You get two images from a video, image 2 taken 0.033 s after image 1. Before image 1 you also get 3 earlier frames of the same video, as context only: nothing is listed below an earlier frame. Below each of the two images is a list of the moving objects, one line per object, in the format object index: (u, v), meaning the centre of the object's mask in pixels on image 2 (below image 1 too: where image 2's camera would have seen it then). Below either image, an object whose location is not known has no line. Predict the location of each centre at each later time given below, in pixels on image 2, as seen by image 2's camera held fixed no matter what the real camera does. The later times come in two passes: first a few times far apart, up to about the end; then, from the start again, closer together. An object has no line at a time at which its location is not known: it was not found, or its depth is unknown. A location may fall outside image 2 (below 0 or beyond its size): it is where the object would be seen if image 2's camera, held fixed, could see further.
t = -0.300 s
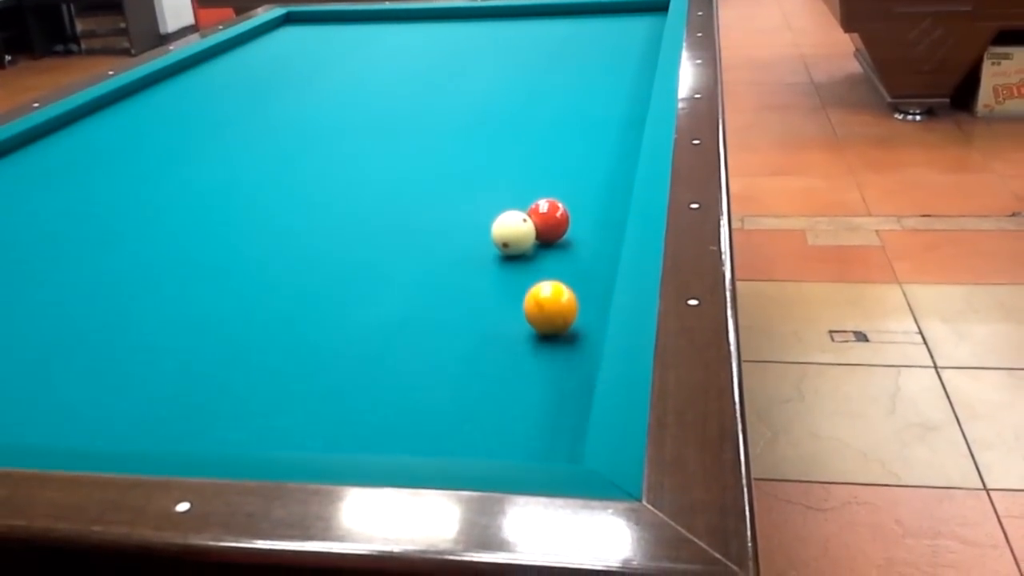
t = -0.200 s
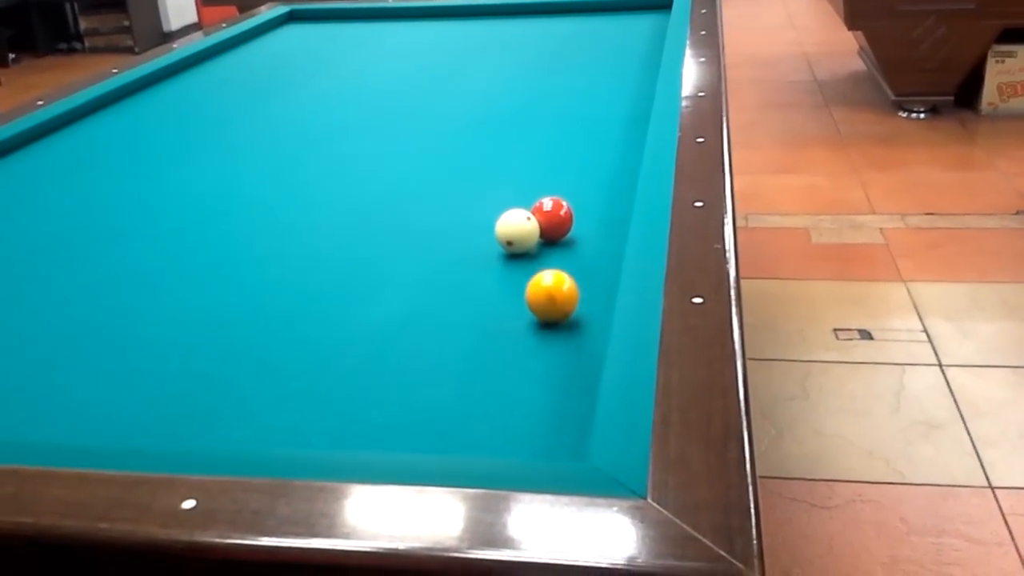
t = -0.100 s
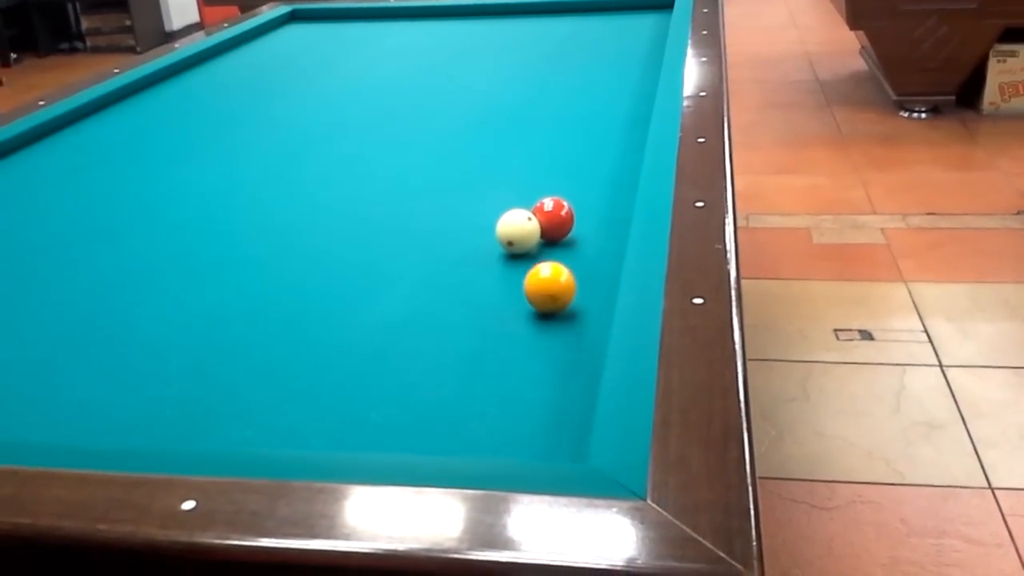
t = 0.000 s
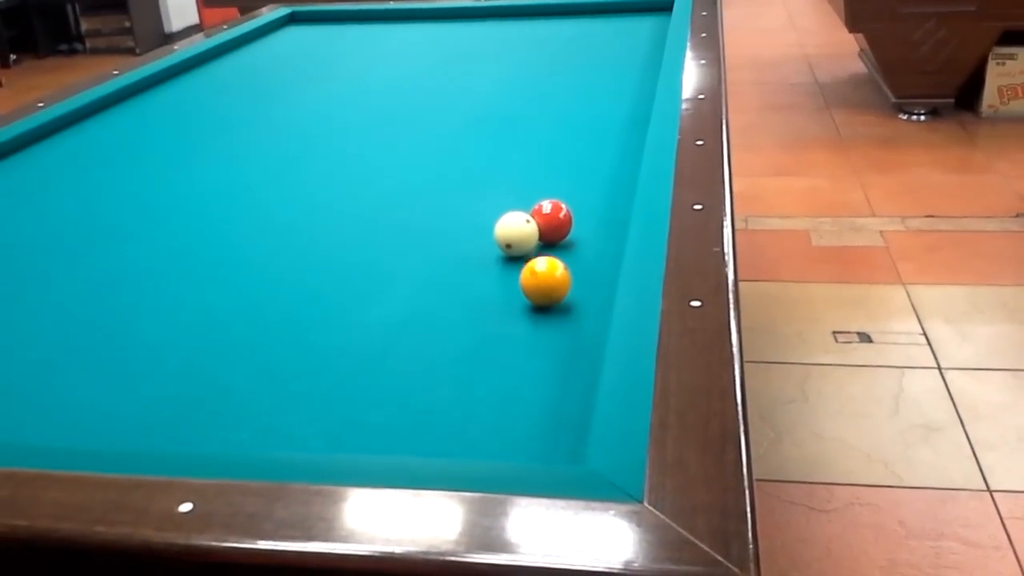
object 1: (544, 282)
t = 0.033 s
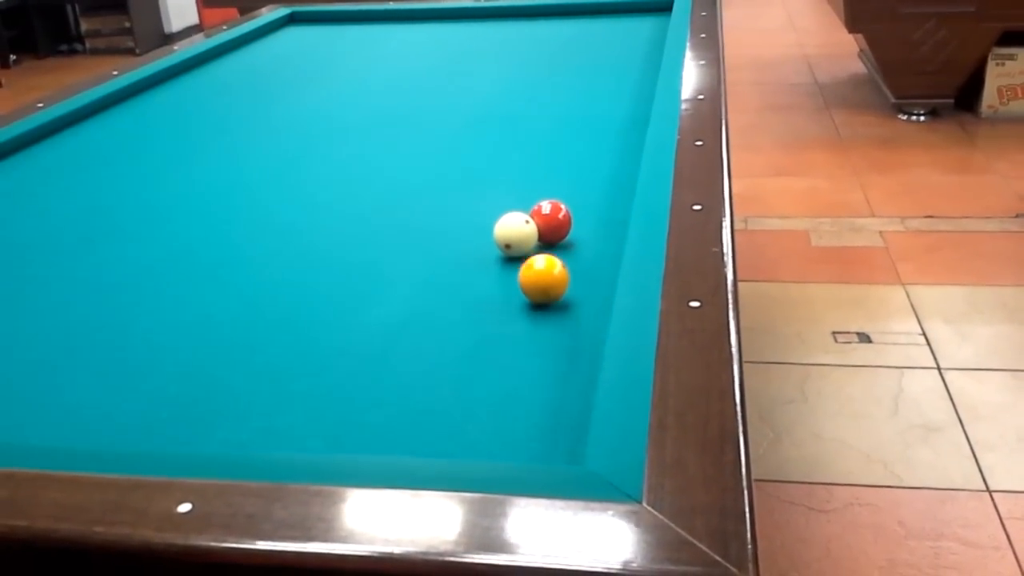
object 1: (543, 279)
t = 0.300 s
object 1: (537, 258)
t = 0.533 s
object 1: (536, 247)
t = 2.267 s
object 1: (548, 233)
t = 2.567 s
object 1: (549, 232)
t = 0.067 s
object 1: (543, 276)
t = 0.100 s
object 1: (542, 273)
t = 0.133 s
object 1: (541, 271)
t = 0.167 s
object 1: (540, 268)
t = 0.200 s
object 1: (539, 266)
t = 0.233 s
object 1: (539, 263)
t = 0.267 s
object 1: (538, 261)
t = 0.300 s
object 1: (537, 258)
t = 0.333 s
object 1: (536, 256)
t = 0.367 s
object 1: (536, 254)
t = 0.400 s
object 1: (535, 252)
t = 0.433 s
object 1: (534, 250)
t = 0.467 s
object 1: (534, 248)
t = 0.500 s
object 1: (535, 248)
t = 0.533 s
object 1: (536, 247)
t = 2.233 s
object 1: (548, 233)
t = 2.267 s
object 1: (548, 233)
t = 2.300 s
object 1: (548, 233)
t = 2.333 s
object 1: (548, 233)
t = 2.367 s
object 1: (548, 233)
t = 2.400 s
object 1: (549, 233)
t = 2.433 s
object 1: (548, 233)
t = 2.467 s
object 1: (548, 233)
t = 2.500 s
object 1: (549, 233)
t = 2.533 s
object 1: (549, 232)
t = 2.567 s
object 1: (549, 232)
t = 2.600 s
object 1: (549, 232)
